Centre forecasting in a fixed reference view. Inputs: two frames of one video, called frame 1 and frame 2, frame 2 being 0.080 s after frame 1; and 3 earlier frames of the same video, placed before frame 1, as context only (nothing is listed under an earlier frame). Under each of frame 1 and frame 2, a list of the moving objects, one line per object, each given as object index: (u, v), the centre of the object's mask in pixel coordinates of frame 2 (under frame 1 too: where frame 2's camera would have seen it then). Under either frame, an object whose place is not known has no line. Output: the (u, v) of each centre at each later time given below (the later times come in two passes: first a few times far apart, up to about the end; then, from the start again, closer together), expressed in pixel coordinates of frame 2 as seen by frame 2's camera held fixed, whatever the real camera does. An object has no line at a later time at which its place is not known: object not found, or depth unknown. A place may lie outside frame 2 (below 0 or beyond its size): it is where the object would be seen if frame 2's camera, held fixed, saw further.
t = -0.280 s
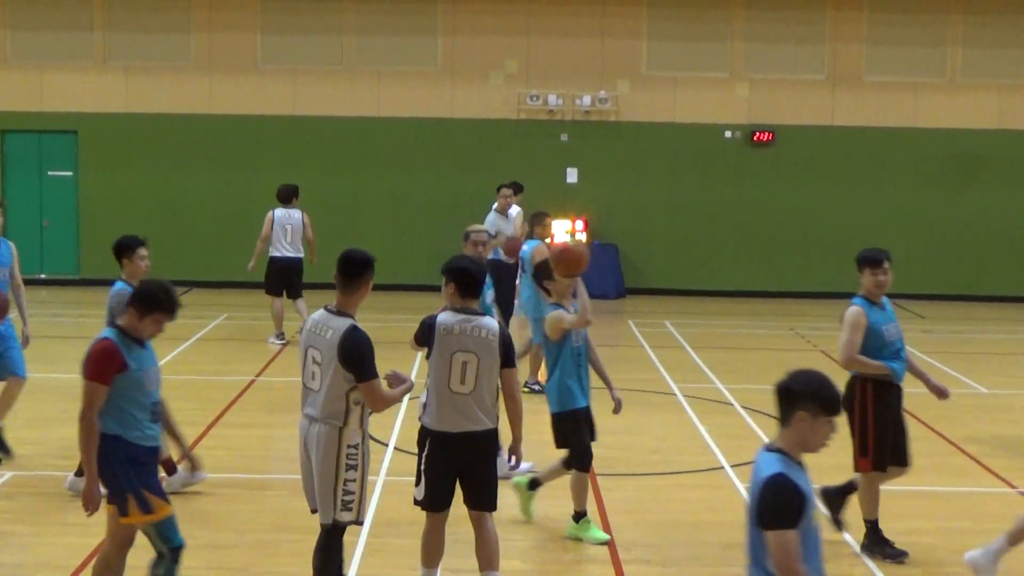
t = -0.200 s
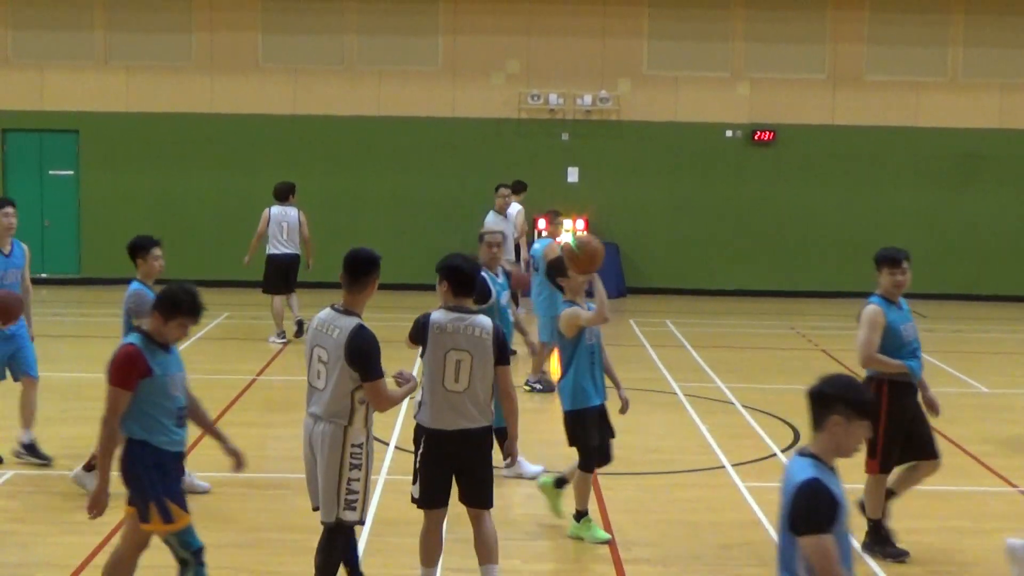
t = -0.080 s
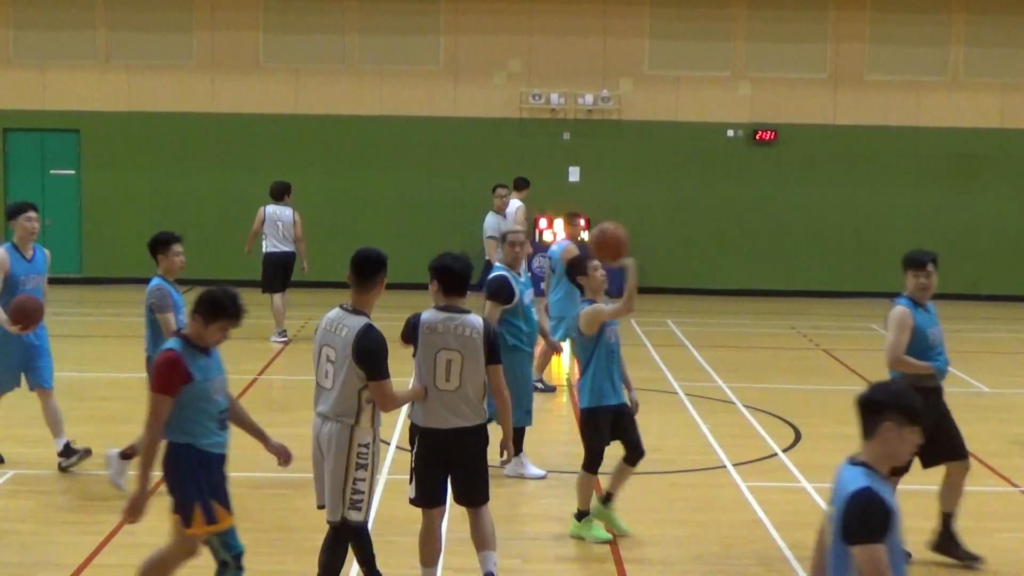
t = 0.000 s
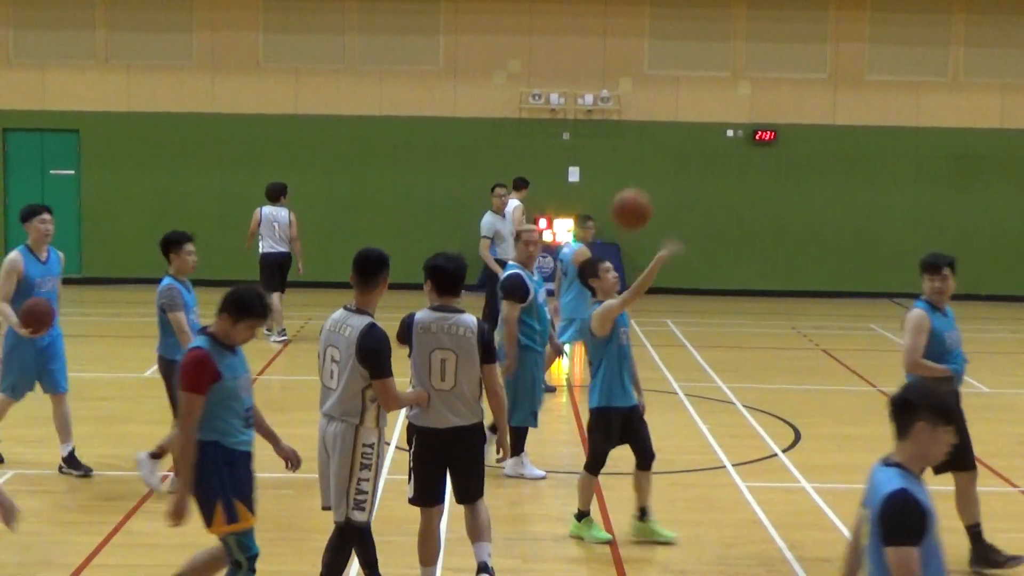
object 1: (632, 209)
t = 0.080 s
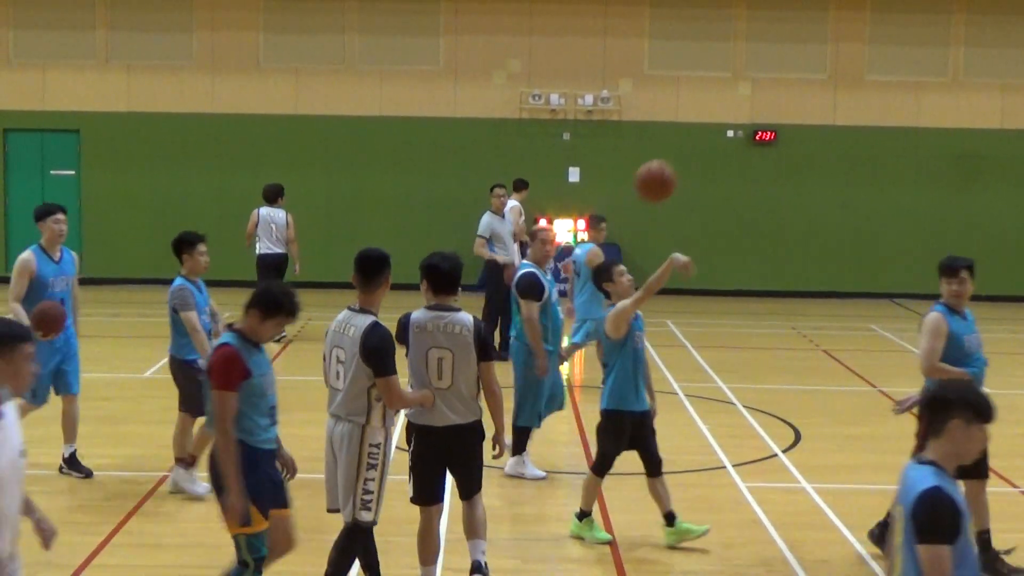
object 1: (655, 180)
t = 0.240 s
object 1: (704, 155)
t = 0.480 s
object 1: (778, 198)
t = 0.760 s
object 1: (864, 390)
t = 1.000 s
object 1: (922, 549)
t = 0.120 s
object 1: (668, 170)
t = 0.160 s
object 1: (680, 162)
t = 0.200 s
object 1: (692, 157)
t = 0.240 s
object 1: (704, 155)
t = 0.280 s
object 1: (716, 155)
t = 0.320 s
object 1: (728, 158)
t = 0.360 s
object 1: (740, 163)
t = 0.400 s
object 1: (754, 172)
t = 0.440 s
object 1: (766, 184)
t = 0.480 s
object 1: (778, 198)
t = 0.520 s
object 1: (790, 216)
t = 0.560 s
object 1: (803, 237)
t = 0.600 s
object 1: (815, 261)
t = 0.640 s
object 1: (827, 288)
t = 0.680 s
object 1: (840, 320)
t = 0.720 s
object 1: (853, 353)
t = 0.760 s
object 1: (864, 390)
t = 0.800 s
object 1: (876, 430)
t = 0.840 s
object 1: (889, 474)
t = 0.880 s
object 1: (901, 520)
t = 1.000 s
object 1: (922, 549)
